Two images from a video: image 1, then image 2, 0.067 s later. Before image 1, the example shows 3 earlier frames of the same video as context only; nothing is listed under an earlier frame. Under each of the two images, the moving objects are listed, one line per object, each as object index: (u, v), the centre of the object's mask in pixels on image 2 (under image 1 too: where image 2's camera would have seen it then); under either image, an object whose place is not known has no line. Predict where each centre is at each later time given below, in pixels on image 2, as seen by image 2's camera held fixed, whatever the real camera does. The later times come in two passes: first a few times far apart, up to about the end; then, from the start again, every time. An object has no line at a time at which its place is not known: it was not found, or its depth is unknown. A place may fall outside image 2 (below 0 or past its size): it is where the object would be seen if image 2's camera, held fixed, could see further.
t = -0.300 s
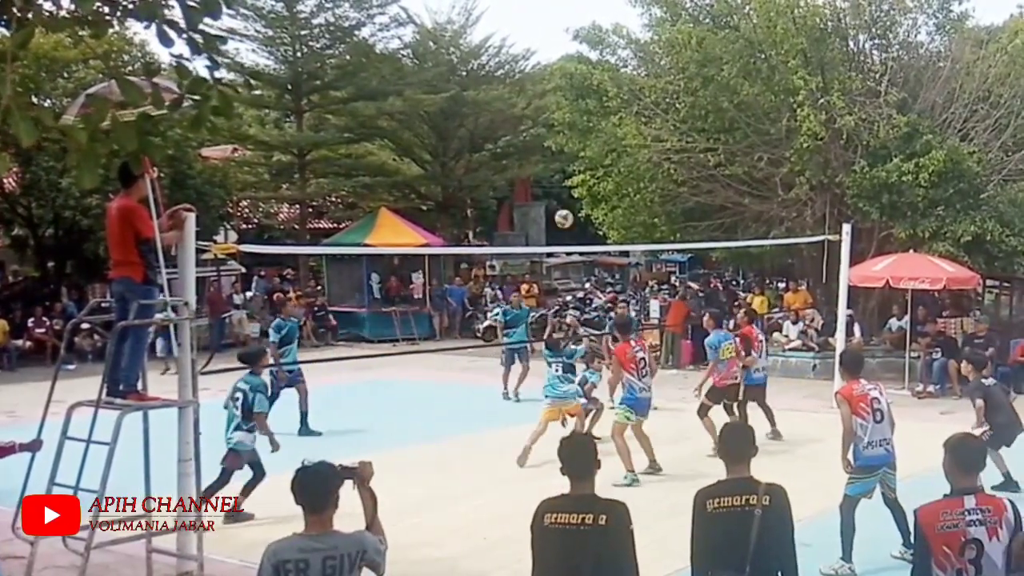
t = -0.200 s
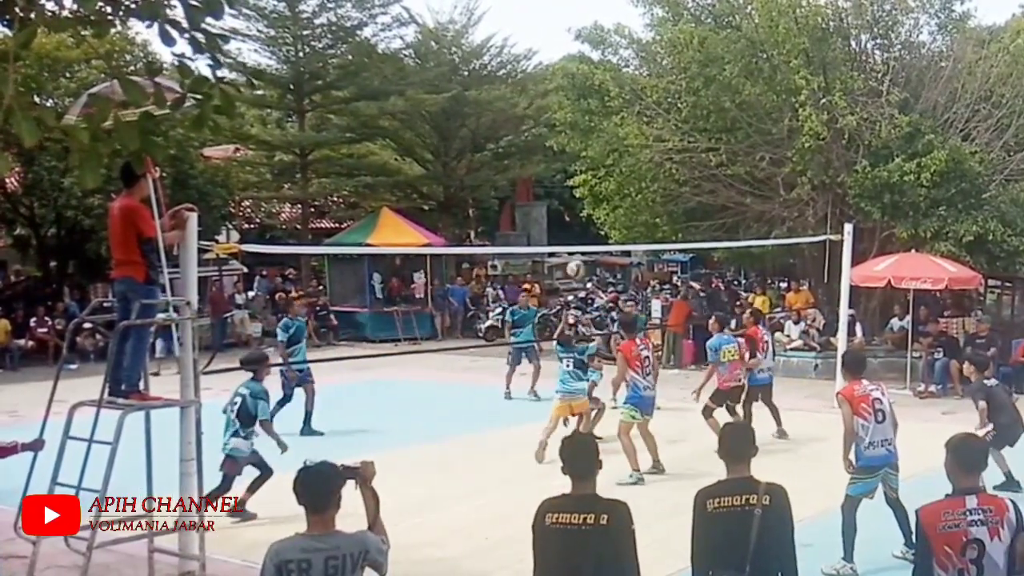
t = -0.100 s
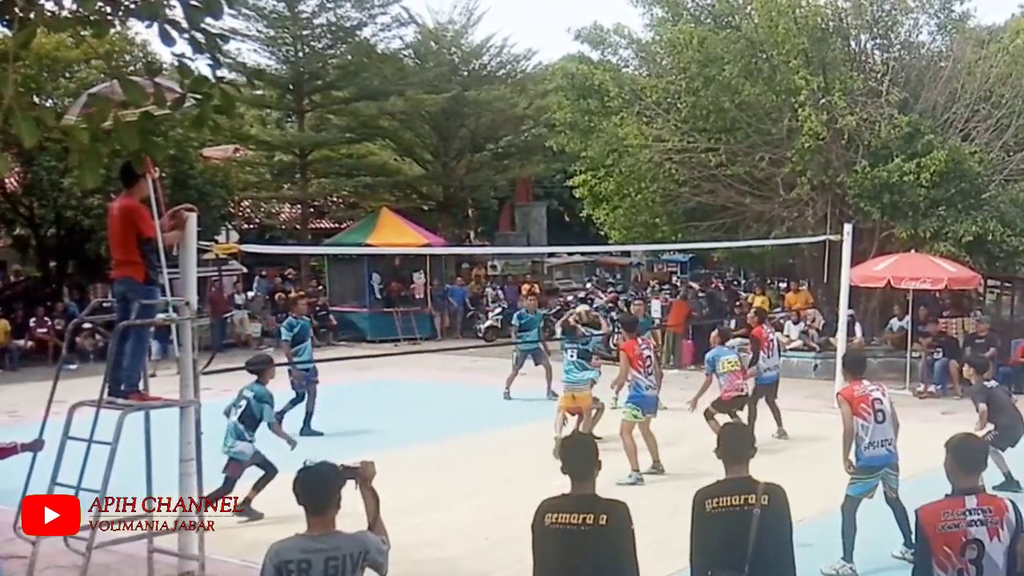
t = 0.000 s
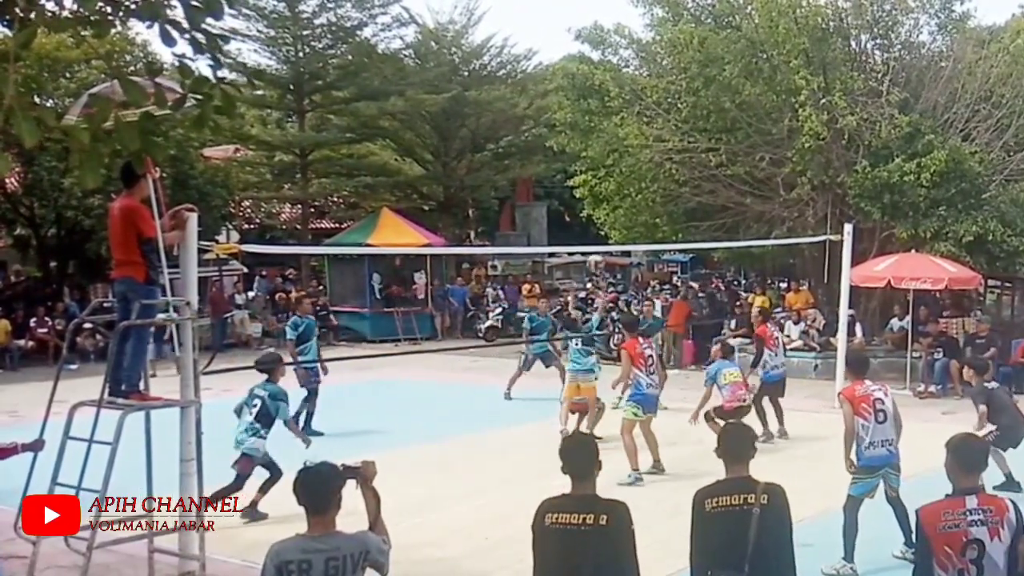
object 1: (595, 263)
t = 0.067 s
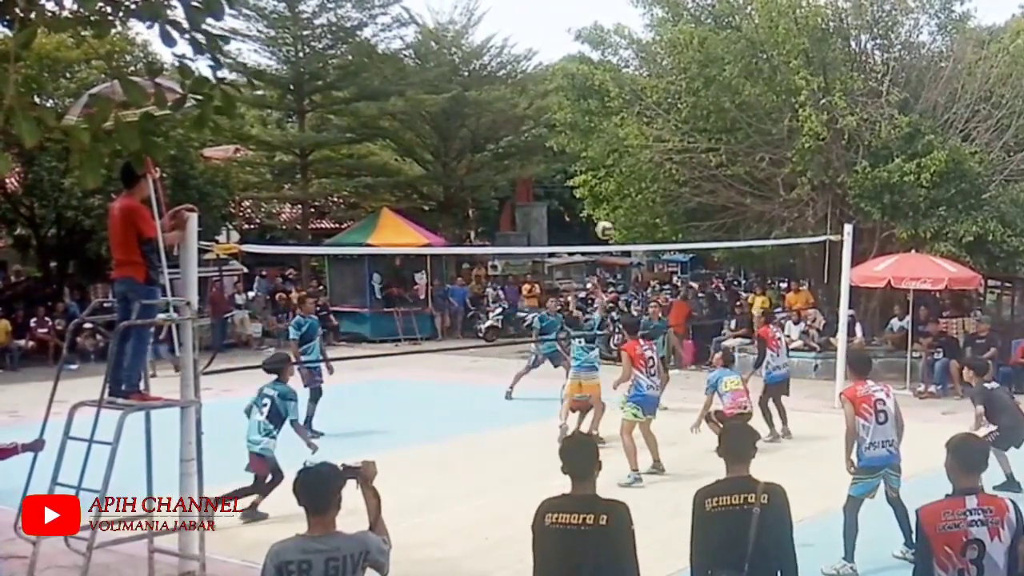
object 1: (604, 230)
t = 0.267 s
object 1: (631, 154)
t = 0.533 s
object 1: (664, 106)
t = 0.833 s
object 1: (701, 122)
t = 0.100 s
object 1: (609, 214)
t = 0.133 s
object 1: (614, 199)
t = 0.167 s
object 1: (618, 187)
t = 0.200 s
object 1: (622, 174)
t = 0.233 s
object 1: (626, 164)
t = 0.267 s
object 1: (631, 154)
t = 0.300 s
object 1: (635, 144)
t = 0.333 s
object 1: (640, 135)
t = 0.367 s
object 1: (644, 128)
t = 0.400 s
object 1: (647, 123)
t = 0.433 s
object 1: (652, 117)
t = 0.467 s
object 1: (656, 112)
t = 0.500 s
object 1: (660, 109)
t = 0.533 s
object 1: (664, 106)
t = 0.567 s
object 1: (669, 104)
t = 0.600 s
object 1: (673, 103)
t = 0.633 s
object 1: (677, 103)
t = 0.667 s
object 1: (682, 104)
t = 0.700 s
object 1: (686, 106)
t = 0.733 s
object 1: (690, 109)
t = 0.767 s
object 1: (693, 113)
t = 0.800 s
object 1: (697, 118)
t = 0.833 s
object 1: (701, 122)
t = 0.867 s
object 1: (705, 128)
